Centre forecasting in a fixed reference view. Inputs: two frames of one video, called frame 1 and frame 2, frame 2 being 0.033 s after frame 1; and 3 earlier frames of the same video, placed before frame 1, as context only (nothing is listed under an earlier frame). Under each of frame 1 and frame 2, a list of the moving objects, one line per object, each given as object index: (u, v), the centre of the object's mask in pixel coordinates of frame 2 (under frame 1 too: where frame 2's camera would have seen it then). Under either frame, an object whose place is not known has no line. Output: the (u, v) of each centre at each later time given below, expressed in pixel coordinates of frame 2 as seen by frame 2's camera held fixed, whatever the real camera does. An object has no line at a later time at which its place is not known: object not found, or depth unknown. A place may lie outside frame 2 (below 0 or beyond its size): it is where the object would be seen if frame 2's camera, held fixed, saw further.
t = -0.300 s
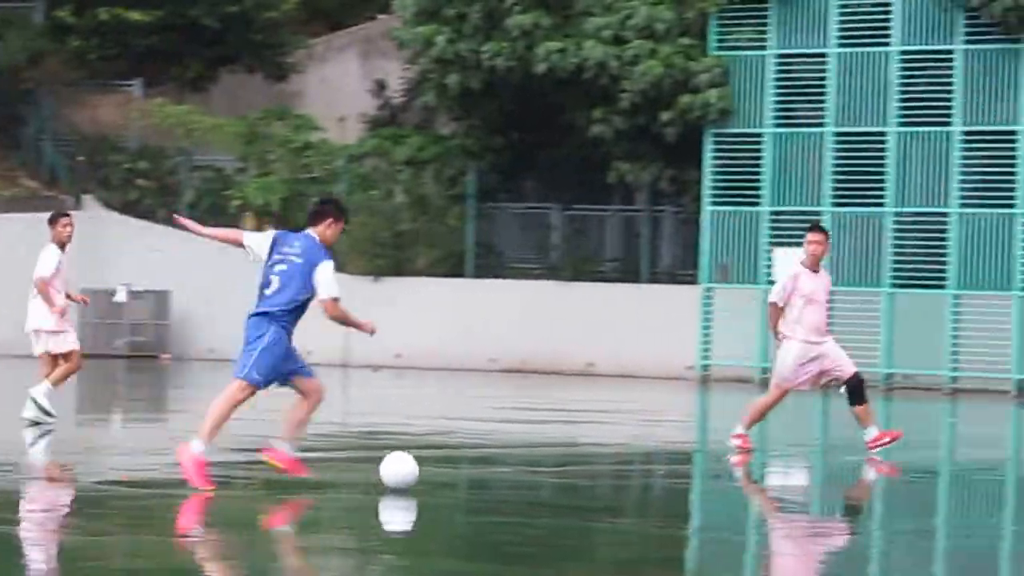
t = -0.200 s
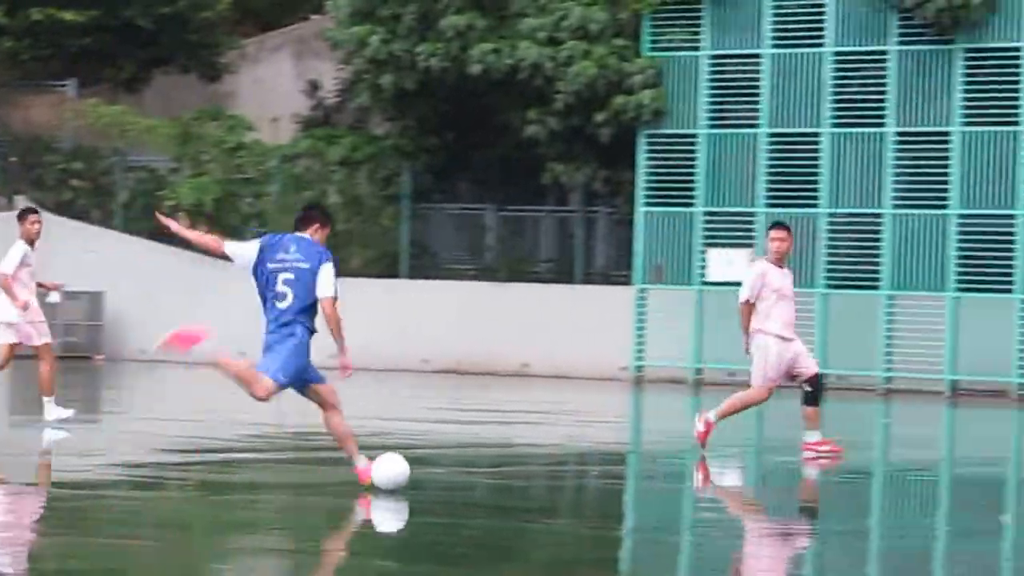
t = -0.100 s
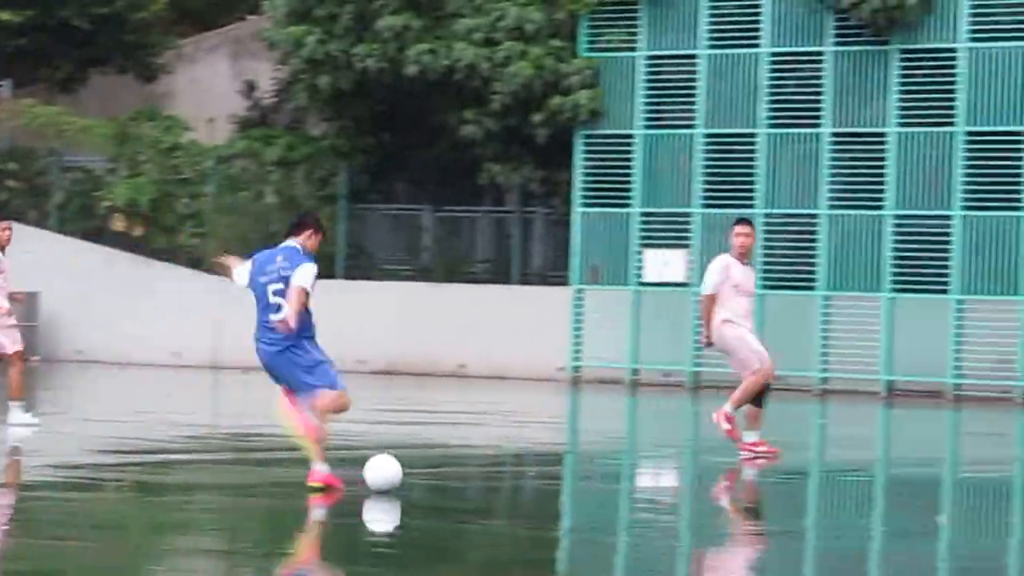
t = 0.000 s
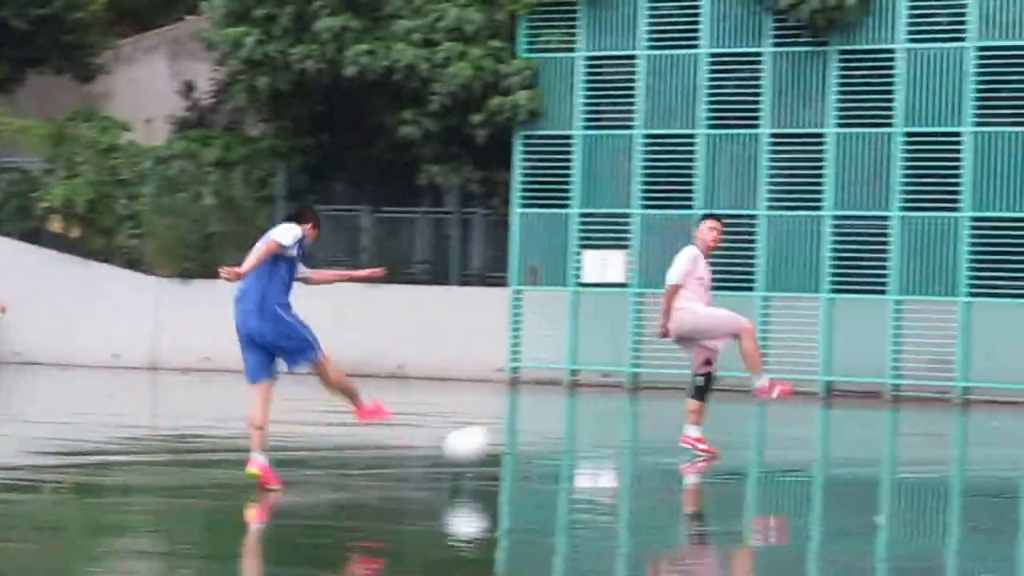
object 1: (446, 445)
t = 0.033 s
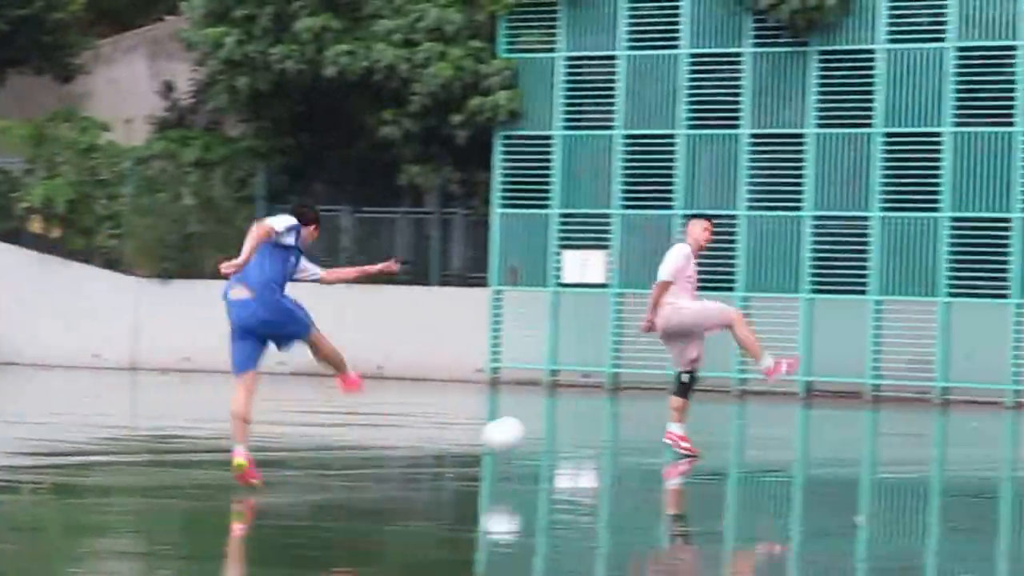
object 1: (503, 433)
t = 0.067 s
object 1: (554, 426)
